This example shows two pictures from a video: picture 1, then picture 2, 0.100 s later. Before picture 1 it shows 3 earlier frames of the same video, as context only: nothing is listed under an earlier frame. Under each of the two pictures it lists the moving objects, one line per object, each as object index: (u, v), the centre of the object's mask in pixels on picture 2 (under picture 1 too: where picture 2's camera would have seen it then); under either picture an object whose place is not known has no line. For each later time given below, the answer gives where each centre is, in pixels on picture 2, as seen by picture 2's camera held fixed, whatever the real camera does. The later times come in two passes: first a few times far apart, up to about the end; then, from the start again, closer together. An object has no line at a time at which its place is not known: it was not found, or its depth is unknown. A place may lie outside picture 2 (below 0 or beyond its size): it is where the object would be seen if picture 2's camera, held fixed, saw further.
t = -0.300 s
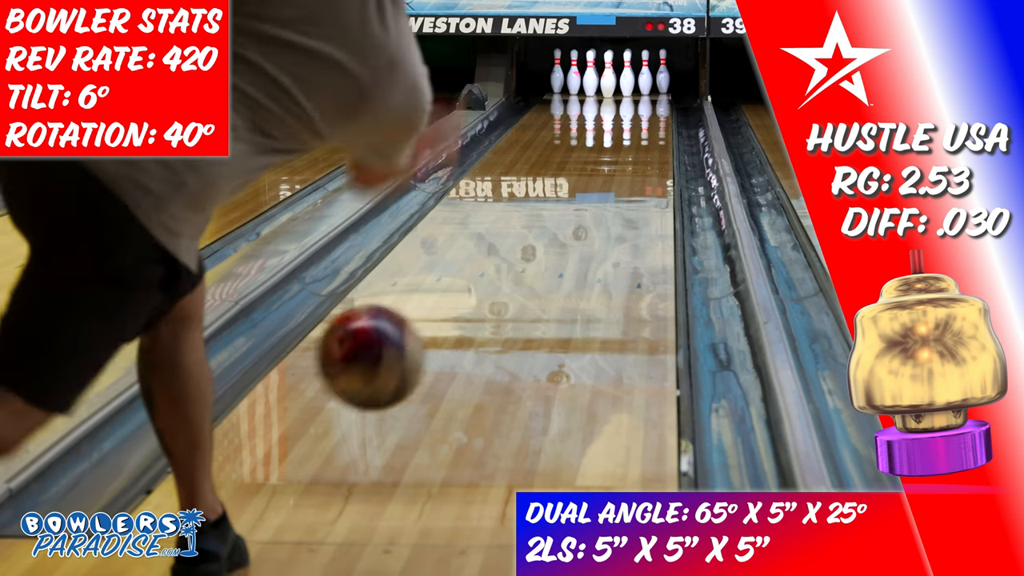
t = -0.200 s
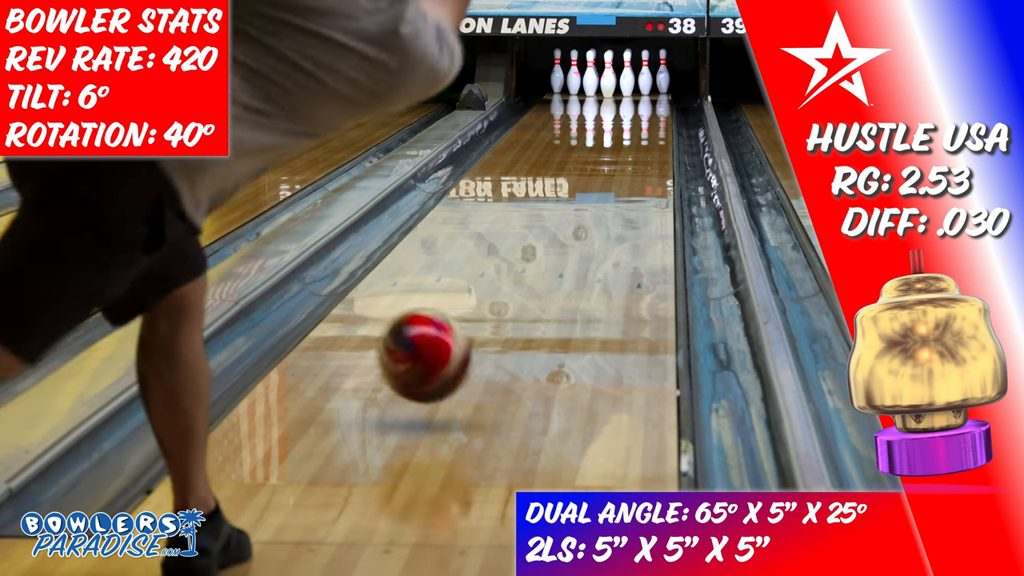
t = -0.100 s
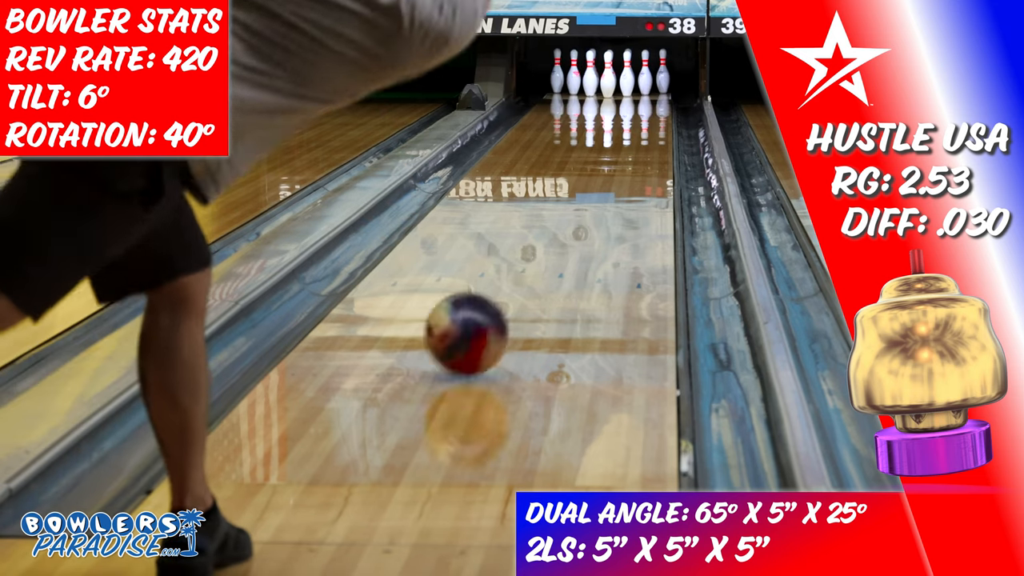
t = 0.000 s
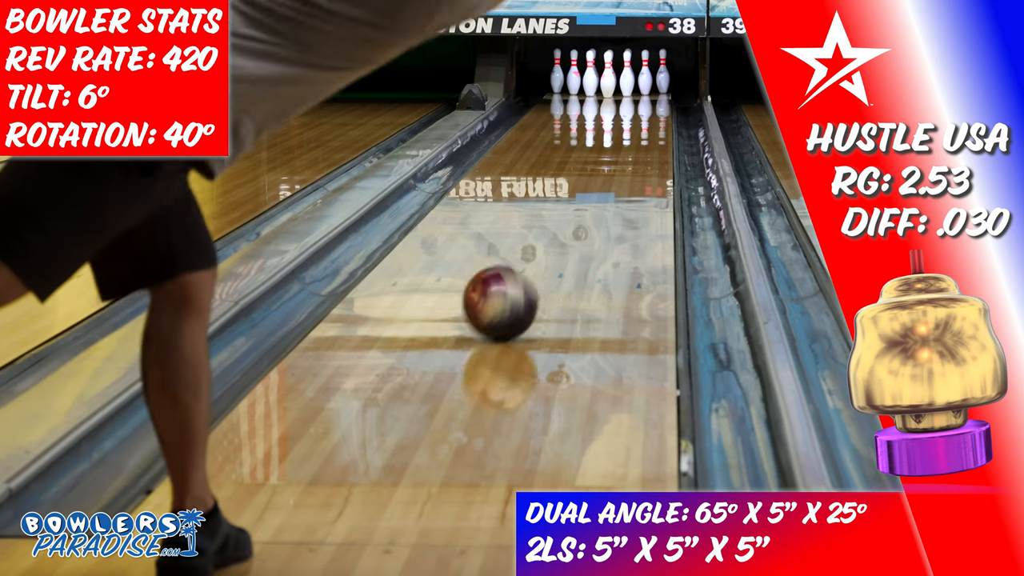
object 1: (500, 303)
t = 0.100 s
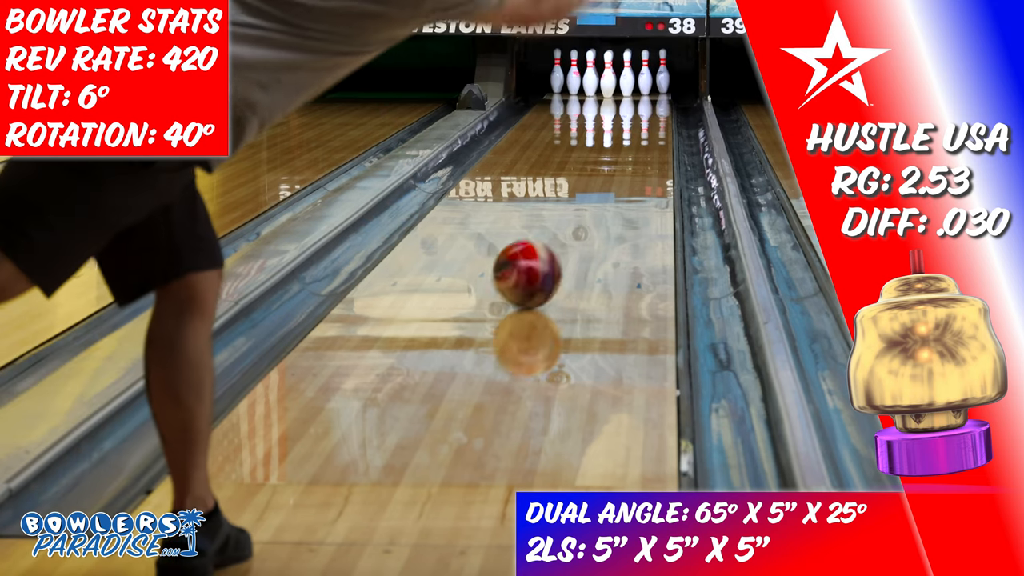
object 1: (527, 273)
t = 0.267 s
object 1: (562, 235)
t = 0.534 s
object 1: (600, 190)
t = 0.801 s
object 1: (625, 159)
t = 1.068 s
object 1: (641, 135)
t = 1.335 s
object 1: (648, 118)
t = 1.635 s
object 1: (644, 102)
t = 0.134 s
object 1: (535, 265)
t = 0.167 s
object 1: (542, 257)
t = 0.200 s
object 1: (549, 250)
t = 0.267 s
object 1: (562, 235)
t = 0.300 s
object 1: (568, 228)
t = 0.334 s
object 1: (573, 222)
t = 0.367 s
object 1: (579, 216)
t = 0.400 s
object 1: (583, 211)
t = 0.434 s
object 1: (588, 205)
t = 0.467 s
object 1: (592, 200)
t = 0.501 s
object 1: (597, 195)
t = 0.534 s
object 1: (600, 190)
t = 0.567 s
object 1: (604, 186)
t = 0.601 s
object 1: (608, 181)
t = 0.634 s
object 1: (611, 177)
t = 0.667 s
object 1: (614, 173)
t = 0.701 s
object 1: (617, 169)
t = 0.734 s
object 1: (621, 166)
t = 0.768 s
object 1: (623, 162)
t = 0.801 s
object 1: (625, 159)
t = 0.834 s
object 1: (628, 155)
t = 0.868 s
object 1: (631, 152)
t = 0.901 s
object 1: (633, 149)
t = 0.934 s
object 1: (634, 146)
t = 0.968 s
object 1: (637, 143)
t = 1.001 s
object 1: (639, 141)
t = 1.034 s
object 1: (640, 138)
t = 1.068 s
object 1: (641, 135)
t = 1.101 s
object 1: (642, 133)
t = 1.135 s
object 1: (644, 130)
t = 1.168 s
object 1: (645, 128)
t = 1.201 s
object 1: (646, 126)
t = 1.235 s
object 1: (646, 124)
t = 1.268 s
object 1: (648, 121)
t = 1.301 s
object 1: (648, 120)
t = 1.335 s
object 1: (648, 118)
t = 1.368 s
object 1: (649, 116)
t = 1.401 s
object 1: (649, 113)
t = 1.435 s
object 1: (649, 112)
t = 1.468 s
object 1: (648, 110)
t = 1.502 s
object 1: (648, 109)
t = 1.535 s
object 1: (647, 107)
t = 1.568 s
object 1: (646, 105)
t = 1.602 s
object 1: (645, 104)
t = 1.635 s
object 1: (644, 102)
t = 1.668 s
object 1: (643, 101)
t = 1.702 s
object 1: (641, 99)
